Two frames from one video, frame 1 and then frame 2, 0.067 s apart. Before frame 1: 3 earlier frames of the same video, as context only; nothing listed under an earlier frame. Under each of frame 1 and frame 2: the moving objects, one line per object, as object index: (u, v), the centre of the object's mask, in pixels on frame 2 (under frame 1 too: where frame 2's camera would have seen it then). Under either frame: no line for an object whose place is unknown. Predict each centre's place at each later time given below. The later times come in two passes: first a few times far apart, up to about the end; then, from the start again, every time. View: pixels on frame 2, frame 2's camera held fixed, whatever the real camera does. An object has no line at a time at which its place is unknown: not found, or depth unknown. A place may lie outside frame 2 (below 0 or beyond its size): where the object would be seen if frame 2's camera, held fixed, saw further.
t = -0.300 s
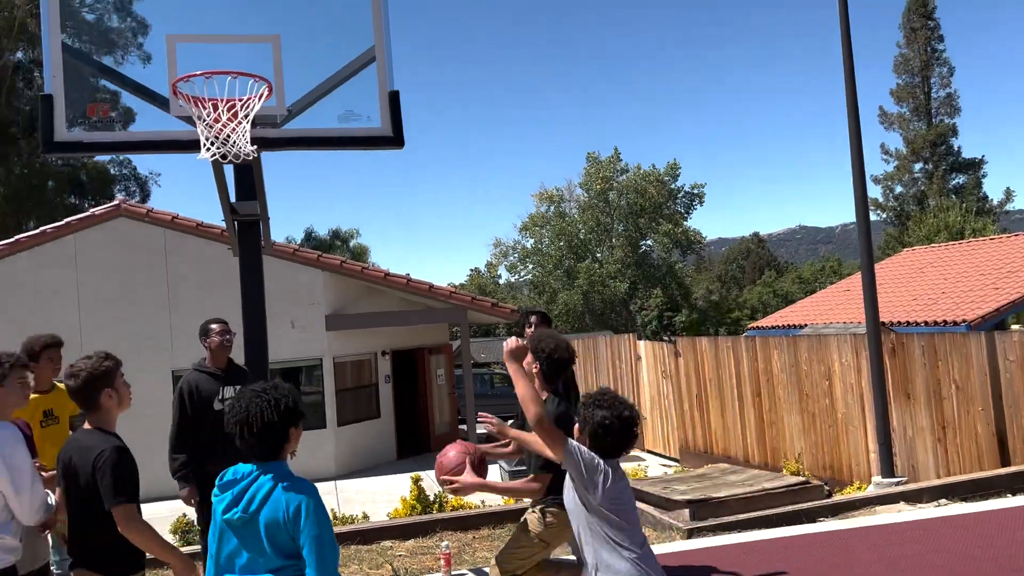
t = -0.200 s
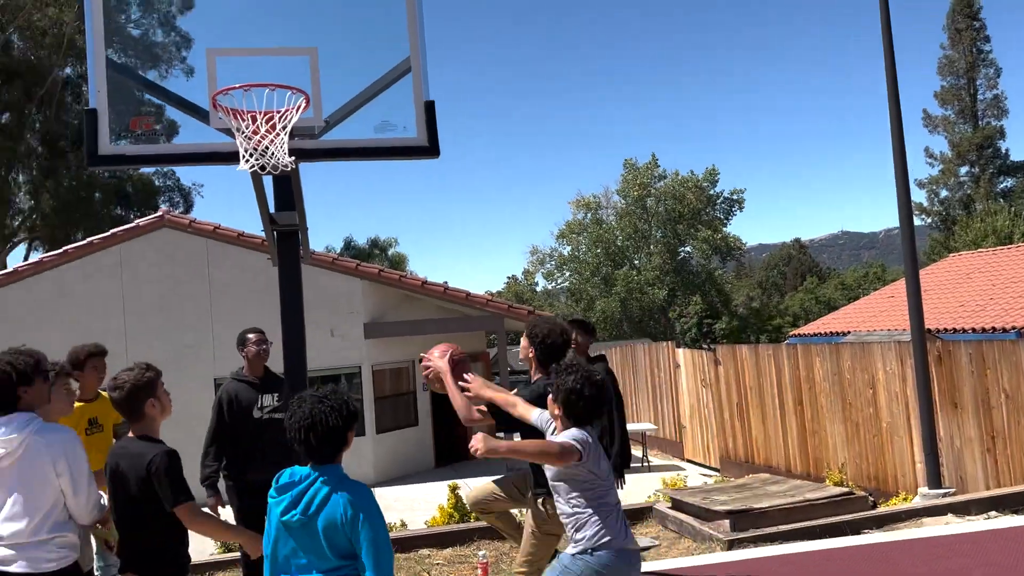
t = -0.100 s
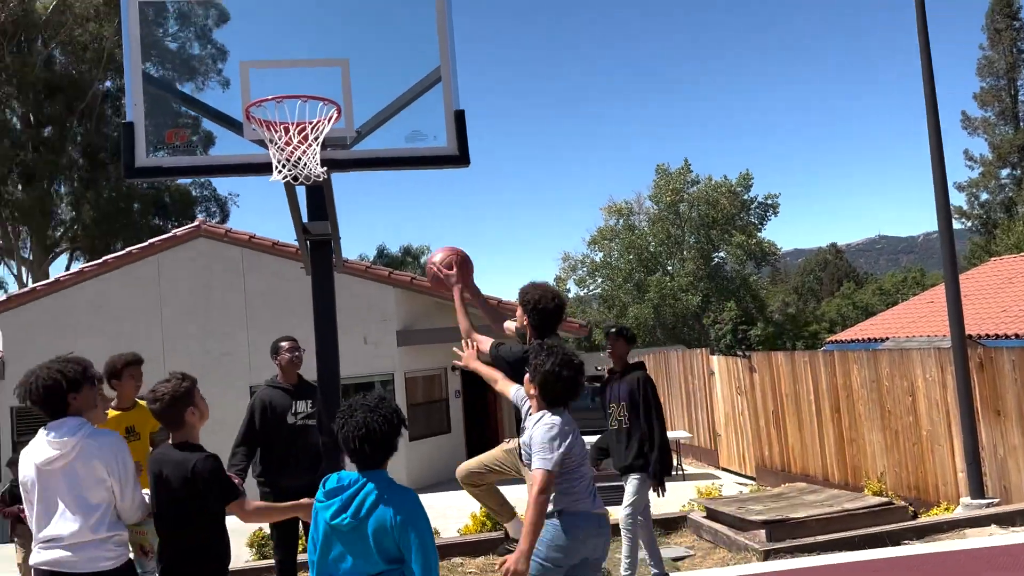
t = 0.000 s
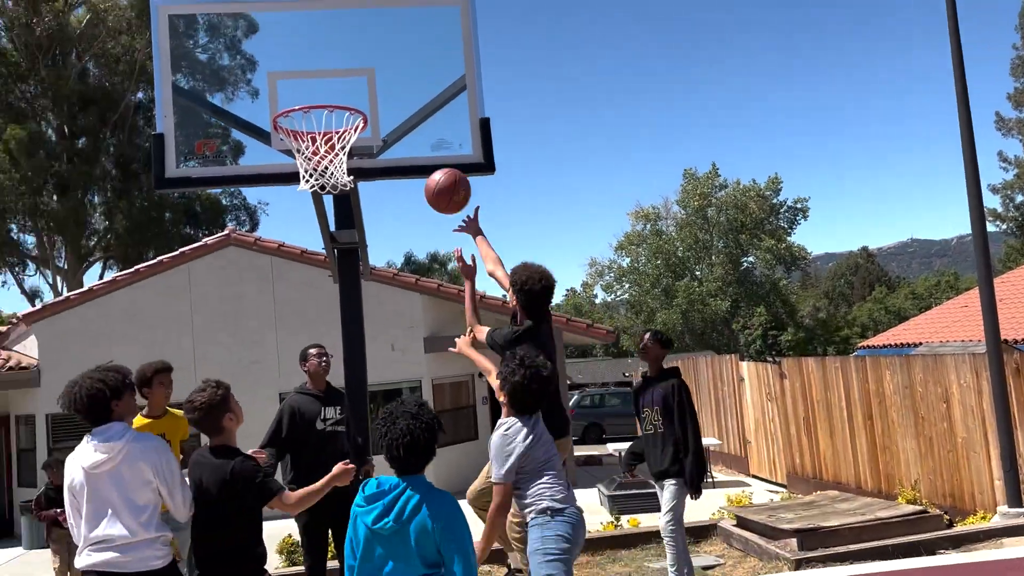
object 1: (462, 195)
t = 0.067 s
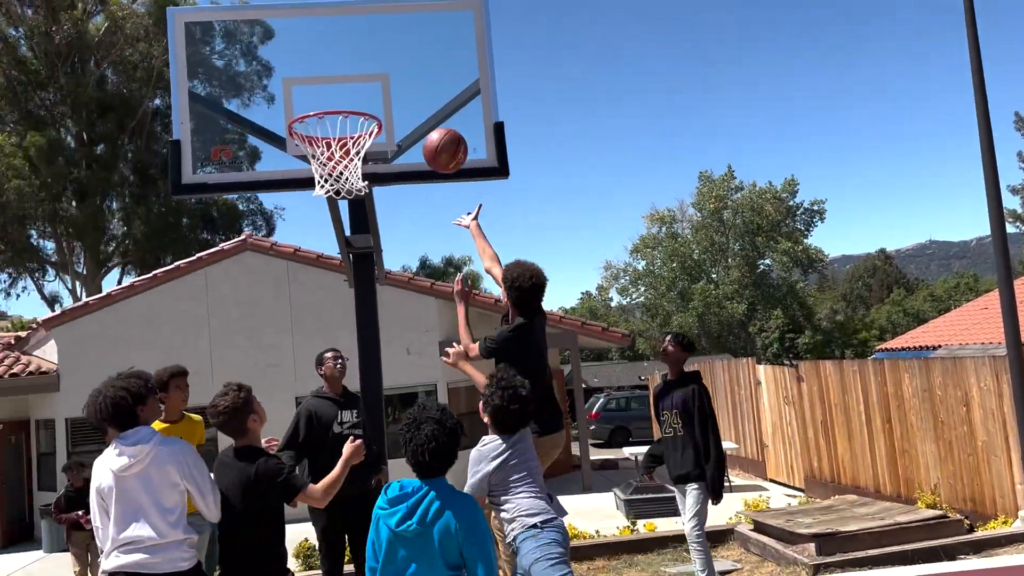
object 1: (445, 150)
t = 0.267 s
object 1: (403, 71)
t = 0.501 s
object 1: (367, 45)
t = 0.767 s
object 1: (333, 106)
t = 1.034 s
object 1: (363, 139)
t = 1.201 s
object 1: (357, 150)
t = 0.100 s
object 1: (437, 131)
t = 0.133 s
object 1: (430, 115)
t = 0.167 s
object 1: (422, 100)
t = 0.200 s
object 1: (415, 88)
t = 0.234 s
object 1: (409, 78)
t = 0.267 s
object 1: (403, 71)
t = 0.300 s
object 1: (397, 65)
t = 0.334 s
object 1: (392, 59)
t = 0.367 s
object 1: (386, 52)
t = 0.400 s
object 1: (381, 48)
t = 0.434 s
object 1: (377, 45)
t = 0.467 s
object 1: (372, 44)
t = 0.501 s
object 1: (367, 45)
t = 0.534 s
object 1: (362, 48)
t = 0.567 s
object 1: (357, 52)
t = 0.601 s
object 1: (353, 59)
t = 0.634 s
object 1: (348, 68)
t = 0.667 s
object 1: (343, 79)
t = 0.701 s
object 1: (339, 91)
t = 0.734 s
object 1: (336, 101)
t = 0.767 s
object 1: (333, 106)
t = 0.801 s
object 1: (331, 112)
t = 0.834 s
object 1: (329, 122)
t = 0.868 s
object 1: (327, 131)
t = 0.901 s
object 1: (333, 131)
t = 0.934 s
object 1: (340, 132)
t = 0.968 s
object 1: (347, 132)
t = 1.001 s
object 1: (355, 137)
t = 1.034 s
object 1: (363, 139)
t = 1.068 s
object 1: (366, 139)
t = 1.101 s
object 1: (367, 133)
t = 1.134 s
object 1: (366, 133)
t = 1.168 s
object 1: (362, 132)
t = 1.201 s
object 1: (357, 150)
